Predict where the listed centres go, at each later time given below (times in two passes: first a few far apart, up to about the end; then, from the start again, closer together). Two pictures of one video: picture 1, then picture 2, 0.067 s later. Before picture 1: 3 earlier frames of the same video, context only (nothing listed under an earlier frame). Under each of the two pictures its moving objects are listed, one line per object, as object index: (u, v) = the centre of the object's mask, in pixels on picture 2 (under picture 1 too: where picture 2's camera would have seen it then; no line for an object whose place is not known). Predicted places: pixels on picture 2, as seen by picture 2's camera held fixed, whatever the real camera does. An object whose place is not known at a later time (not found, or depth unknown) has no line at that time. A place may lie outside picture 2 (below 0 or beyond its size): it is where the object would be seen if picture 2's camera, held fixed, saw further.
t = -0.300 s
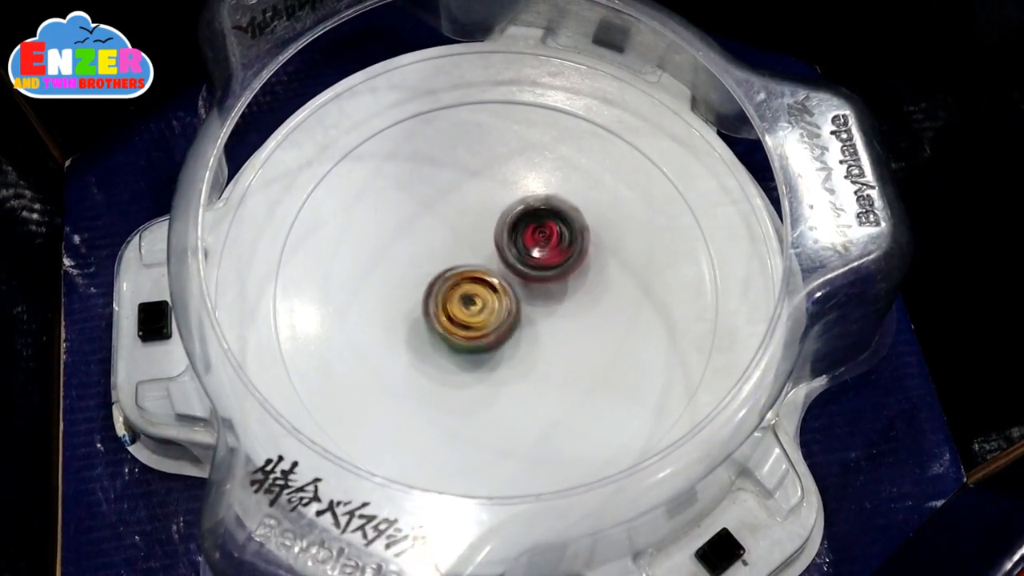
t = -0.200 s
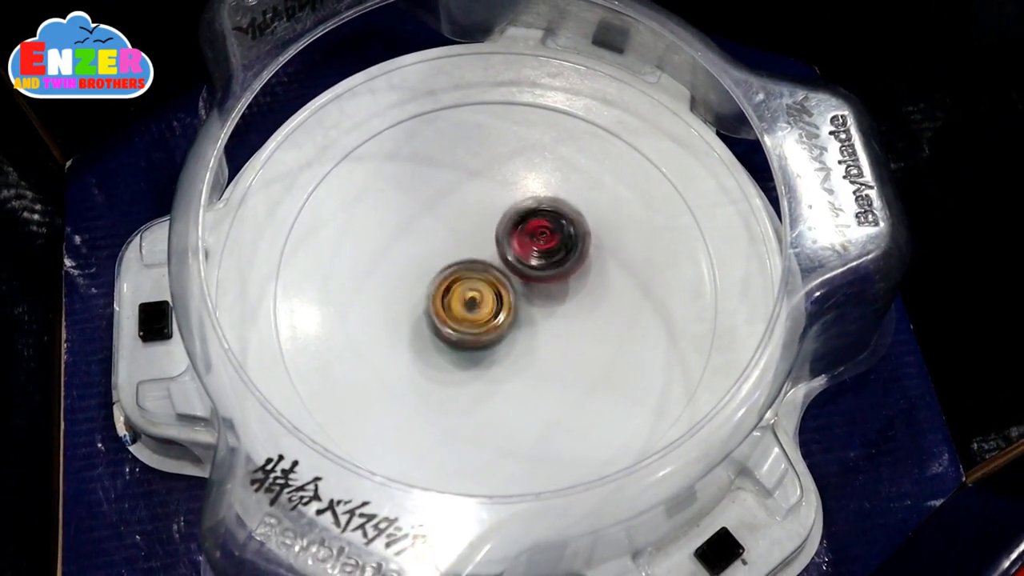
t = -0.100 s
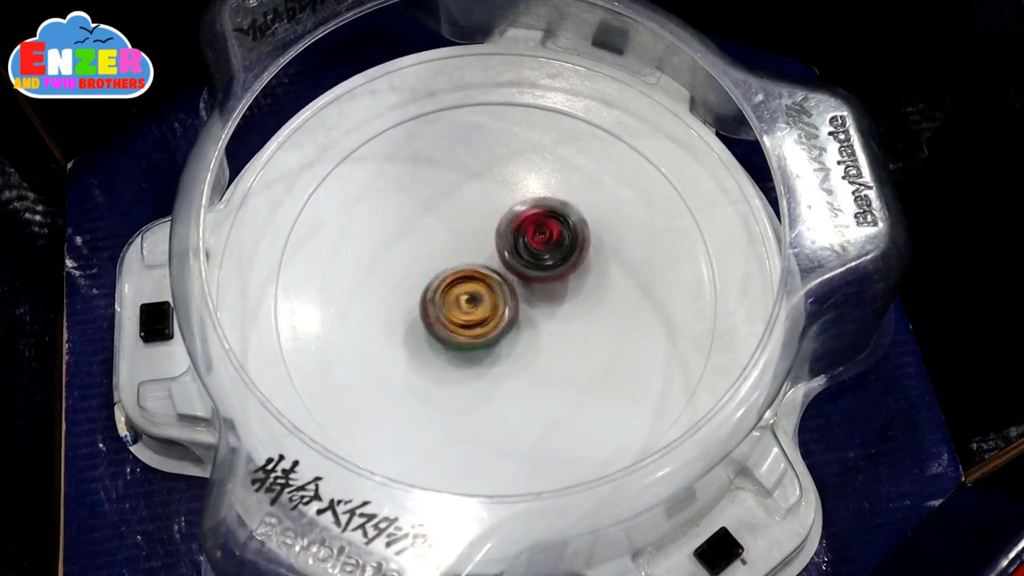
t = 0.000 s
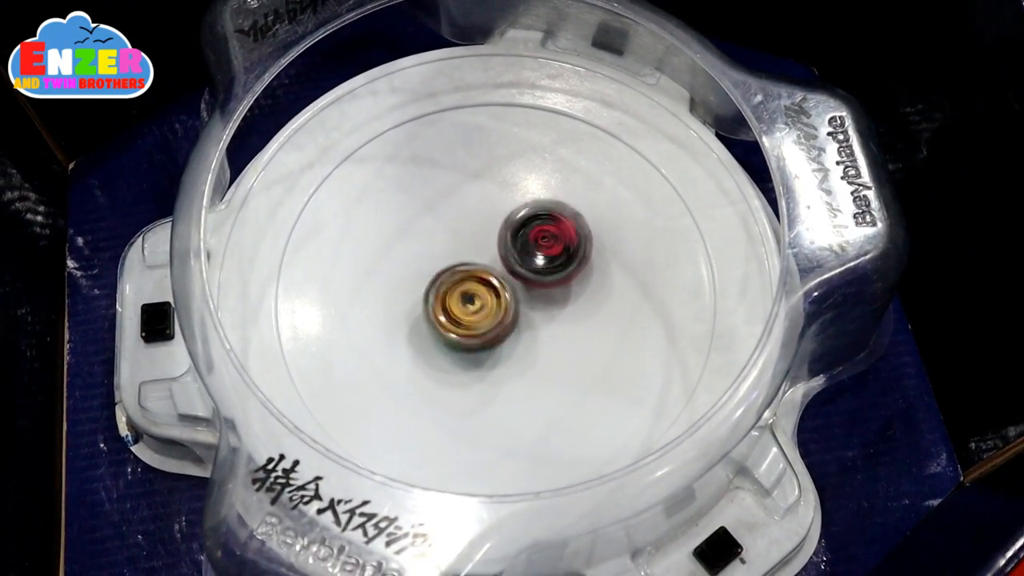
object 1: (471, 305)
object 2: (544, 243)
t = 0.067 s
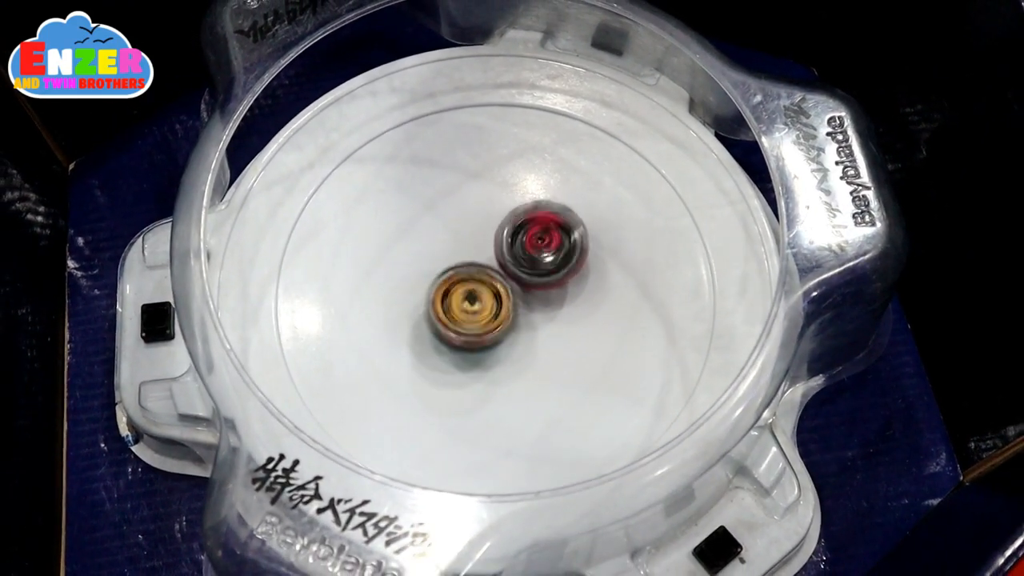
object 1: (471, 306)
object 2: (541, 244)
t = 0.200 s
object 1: (469, 308)
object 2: (543, 247)
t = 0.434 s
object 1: (465, 308)
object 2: (544, 247)
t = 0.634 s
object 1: (462, 305)
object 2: (544, 251)
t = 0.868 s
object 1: (461, 304)
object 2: (546, 251)
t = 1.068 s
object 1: (463, 303)
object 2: (545, 253)
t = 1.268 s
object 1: (462, 307)
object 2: (545, 255)
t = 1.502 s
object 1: (463, 307)
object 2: (544, 258)
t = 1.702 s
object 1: (461, 306)
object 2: (544, 259)
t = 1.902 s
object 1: (457, 306)
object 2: (545, 257)
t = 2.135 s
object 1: (451, 310)
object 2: (545, 253)
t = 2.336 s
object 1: (457, 309)
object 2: (542, 259)
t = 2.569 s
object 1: (461, 312)
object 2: (539, 259)
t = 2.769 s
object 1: (459, 312)
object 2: (542, 258)
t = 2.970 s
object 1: (460, 311)
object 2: (537, 255)
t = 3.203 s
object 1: (454, 313)
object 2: (535, 249)
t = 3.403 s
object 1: (458, 309)
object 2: (536, 258)
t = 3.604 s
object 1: (455, 313)
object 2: (533, 254)
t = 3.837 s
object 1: (465, 313)
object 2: (537, 253)
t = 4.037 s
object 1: (460, 319)
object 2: (537, 252)
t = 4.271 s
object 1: (463, 318)
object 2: (536, 252)
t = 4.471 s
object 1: (462, 321)
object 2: (533, 256)
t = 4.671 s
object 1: (468, 319)
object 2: (528, 249)
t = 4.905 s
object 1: (465, 328)
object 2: (519, 254)
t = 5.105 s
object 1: (472, 329)
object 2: (522, 249)
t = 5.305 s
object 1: (476, 327)
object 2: (528, 244)
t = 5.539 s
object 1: (474, 346)
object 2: (524, 241)
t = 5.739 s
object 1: (465, 348)
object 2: (516, 269)
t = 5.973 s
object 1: (460, 335)
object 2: (534, 276)
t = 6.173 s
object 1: (480, 331)
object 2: (533, 271)
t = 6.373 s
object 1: (487, 352)
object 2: (509, 257)
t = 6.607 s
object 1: (480, 363)
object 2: (510, 268)
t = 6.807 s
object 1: (475, 354)
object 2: (521, 247)
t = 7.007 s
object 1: (506, 325)
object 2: (536, 234)
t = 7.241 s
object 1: (531, 314)
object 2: (499, 236)
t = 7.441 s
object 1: (528, 309)
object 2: (492, 239)
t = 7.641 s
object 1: (494, 314)
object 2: (510, 230)
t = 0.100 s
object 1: (468, 308)
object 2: (544, 243)
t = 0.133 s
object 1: (466, 309)
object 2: (543, 243)
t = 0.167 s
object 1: (469, 309)
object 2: (542, 245)
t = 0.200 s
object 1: (469, 308)
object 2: (543, 247)
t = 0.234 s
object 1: (470, 308)
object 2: (544, 247)
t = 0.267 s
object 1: (469, 307)
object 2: (543, 246)
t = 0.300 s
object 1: (468, 307)
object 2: (542, 246)
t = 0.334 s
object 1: (466, 308)
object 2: (542, 246)
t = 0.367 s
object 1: (467, 307)
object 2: (541, 248)
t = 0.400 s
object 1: (465, 308)
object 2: (543, 248)
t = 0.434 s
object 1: (465, 308)
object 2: (544, 247)
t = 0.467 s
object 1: (466, 306)
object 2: (541, 248)
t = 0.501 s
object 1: (463, 308)
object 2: (542, 248)
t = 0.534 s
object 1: (462, 306)
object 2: (543, 248)
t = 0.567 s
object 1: (463, 306)
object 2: (542, 250)
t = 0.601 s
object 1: (463, 305)
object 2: (543, 252)
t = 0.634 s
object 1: (462, 305)
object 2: (544, 251)
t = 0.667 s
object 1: (464, 304)
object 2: (544, 250)
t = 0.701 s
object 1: (463, 305)
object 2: (543, 251)
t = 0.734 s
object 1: (463, 305)
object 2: (544, 250)
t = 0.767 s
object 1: (461, 305)
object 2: (544, 249)
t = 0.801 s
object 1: (463, 305)
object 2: (542, 250)
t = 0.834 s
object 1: (462, 305)
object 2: (544, 252)
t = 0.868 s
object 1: (461, 304)
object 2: (546, 251)
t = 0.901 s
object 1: (461, 304)
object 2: (545, 250)
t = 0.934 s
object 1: (462, 304)
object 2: (544, 252)
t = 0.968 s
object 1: (461, 303)
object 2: (545, 254)
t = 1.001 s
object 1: (463, 303)
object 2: (545, 254)
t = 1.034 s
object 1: (463, 303)
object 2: (547, 253)
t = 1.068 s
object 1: (463, 303)
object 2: (545, 253)
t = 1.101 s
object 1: (462, 303)
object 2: (544, 253)
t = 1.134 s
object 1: (461, 305)
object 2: (545, 253)
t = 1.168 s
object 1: (460, 306)
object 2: (544, 253)
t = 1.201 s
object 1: (463, 307)
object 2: (543, 254)
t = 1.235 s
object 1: (462, 307)
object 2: (545, 255)
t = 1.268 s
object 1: (462, 307)
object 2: (545, 255)
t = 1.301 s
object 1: (462, 306)
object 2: (543, 255)
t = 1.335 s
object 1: (460, 309)
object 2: (546, 254)
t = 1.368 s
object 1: (459, 309)
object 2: (544, 253)
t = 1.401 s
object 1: (460, 309)
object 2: (542, 255)
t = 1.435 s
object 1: (461, 308)
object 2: (543, 259)
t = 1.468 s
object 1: (462, 309)
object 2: (546, 259)
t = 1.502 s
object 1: (463, 307)
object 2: (544, 258)
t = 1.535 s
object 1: (461, 309)
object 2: (545, 256)
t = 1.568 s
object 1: (461, 307)
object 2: (543, 256)
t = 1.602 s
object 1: (461, 308)
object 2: (544, 257)
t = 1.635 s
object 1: (460, 308)
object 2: (545, 257)
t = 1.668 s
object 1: (461, 308)
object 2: (544, 257)
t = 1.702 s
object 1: (461, 306)
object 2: (544, 259)
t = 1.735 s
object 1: (460, 307)
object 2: (545, 258)
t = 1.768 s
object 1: (459, 306)
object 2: (546, 257)
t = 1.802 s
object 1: (461, 306)
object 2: (544, 258)
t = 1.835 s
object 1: (459, 307)
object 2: (547, 259)
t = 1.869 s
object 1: (457, 307)
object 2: (547, 258)
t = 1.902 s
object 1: (457, 306)
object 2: (545, 257)
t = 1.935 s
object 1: (460, 306)
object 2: (544, 260)
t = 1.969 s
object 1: (460, 305)
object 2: (546, 262)
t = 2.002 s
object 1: (461, 304)
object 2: (547, 260)
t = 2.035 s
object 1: (460, 304)
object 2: (546, 258)
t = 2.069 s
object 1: (460, 305)
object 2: (544, 258)
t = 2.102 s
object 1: (454, 309)
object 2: (546, 254)
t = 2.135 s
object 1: (451, 310)
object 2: (545, 253)
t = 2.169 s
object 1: (452, 310)
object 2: (543, 255)
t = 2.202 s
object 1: (453, 310)
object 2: (545, 256)
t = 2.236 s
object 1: (453, 311)
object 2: (545, 256)
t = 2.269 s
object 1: (454, 310)
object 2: (545, 255)
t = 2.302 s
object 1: (456, 310)
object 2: (543, 256)
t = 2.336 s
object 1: (457, 309)
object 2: (542, 259)
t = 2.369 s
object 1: (461, 309)
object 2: (542, 260)
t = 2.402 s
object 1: (461, 309)
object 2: (543, 260)
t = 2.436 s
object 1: (462, 310)
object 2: (541, 259)
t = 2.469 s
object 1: (461, 310)
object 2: (540, 258)
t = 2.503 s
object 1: (462, 311)
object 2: (540, 259)
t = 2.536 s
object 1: (462, 312)
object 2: (539, 258)
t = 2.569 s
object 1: (461, 312)
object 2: (539, 259)
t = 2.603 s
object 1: (459, 313)
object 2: (541, 256)
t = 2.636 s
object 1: (457, 312)
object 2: (539, 255)
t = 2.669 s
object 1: (458, 313)
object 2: (539, 258)
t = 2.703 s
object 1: (458, 313)
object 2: (540, 259)
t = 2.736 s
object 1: (459, 314)
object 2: (541, 259)
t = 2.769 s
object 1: (459, 312)
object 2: (542, 258)
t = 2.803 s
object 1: (461, 311)
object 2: (540, 258)
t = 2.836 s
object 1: (461, 311)
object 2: (540, 258)
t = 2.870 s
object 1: (461, 311)
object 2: (541, 258)
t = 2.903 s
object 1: (459, 312)
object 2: (540, 254)
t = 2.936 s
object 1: (460, 310)
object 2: (537, 255)
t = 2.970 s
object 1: (460, 311)
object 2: (537, 255)
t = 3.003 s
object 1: (459, 311)
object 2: (538, 254)
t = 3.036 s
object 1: (462, 310)
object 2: (537, 255)
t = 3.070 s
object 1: (461, 311)
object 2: (537, 254)
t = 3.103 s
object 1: (461, 311)
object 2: (537, 254)
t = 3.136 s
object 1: (460, 310)
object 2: (536, 253)
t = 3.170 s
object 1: (456, 313)
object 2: (537, 249)
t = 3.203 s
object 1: (454, 313)
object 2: (535, 249)
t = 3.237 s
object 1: (454, 312)
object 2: (533, 252)
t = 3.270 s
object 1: (455, 313)
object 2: (534, 255)
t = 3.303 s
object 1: (456, 312)
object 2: (537, 257)
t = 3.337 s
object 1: (457, 312)
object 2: (538, 256)
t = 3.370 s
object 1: (458, 310)
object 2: (536, 256)
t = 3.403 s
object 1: (458, 309)
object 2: (536, 258)
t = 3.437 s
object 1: (457, 308)
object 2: (537, 257)
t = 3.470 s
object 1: (458, 307)
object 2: (536, 256)
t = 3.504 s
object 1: (457, 311)
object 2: (538, 253)
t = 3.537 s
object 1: (454, 313)
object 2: (537, 249)
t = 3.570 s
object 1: (454, 314)
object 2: (534, 250)
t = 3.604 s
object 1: (455, 313)
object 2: (533, 254)
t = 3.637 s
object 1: (457, 313)
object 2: (534, 257)
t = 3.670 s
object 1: (457, 315)
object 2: (536, 257)
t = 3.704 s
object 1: (460, 314)
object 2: (538, 257)
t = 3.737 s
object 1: (463, 314)
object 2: (539, 257)
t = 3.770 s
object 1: (464, 314)
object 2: (539, 255)
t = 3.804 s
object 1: (464, 313)
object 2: (539, 254)
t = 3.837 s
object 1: (465, 313)
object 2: (537, 253)
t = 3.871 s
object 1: (462, 316)
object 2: (538, 250)
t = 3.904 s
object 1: (461, 317)
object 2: (535, 248)
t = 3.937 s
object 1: (461, 317)
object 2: (531, 250)
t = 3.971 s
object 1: (462, 317)
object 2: (531, 255)
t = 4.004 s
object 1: (461, 319)
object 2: (536, 254)
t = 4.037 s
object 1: (460, 319)
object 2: (537, 252)
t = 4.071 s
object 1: (461, 319)
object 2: (536, 252)
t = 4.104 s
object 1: (462, 319)
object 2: (533, 254)
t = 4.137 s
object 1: (463, 319)
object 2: (534, 257)
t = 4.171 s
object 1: (462, 319)
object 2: (537, 256)
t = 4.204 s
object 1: (462, 316)
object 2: (538, 254)
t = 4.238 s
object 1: (465, 316)
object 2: (536, 254)
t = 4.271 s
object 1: (463, 318)
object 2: (536, 252)
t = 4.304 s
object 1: (460, 322)
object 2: (536, 247)
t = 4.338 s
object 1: (457, 323)
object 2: (532, 246)
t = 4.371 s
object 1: (458, 322)
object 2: (527, 249)
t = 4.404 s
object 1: (461, 322)
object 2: (527, 253)
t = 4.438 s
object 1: (461, 322)
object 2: (529, 257)
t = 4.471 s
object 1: (462, 321)
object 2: (533, 256)
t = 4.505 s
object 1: (463, 321)
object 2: (536, 254)
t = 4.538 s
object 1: (464, 319)
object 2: (535, 252)
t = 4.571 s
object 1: (467, 319)
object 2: (534, 251)
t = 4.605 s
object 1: (465, 321)
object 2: (534, 248)
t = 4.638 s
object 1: (466, 319)
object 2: (532, 247)
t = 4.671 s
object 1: (468, 319)
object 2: (528, 249)
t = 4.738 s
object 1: (463, 328)
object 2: (528, 242)
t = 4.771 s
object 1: (462, 329)
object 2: (524, 243)
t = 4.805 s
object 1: (462, 329)
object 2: (520, 248)
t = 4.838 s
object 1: (464, 330)
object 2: (519, 251)
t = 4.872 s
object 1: (464, 330)
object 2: (520, 254)
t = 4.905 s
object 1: (465, 328)
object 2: (519, 254)
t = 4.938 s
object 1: (465, 330)
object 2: (520, 253)
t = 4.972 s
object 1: (465, 330)
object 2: (519, 250)
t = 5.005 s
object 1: (467, 328)
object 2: (518, 250)
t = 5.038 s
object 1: (469, 327)
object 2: (518, 252)
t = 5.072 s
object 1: (471, 329)
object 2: (521, 251)
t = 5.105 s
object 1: (472, 329)
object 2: (522, 249)
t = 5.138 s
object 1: (473, 327)
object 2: (521, 247)
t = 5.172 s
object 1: (475, 325)
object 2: (519, 249)
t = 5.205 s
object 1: (474, 329)
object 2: (520, 246)
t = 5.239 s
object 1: (473, 330)
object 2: (520, 244)
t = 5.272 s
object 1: (473, 328)
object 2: (524, 244)
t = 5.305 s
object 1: (476, 327)
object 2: (528, 244)
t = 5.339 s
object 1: (479, 327)
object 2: (529, 242)
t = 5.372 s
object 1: (480, 327)
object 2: (528, 243)
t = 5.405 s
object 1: (482, 327)
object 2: (526, 246)
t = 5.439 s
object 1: (482, 327)
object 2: (528, 252)
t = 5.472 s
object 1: (482, 327)
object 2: (528, 253)
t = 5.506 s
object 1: (477, 338)
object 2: (526, 245)
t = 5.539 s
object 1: (474, 346)
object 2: (524, 241)
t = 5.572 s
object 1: (471, 349)
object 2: (519, 242)
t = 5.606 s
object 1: (469, 350)
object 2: (516, 248)
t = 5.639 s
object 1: (469, 351)
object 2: (518, 256)
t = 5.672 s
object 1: (469, 351)
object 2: (520, 261)
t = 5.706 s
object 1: (467, 349)
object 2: (520, 264)
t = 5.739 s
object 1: (465, 348)
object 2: (516, 269)
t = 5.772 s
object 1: (464, 345)
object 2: (513, 277)
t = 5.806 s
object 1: (463, 342)
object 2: (515, 282)
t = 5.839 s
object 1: (457, 347)
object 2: (522, 279)
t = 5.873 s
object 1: (453, 344)
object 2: (526, 278)
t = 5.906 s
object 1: (452, 341)
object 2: (529, 277)
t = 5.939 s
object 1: (456, 338)
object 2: (533, 277)
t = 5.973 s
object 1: (460, 335)
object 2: (534, 276)
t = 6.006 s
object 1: (464, 335)
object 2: (536, 273)
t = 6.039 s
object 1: (464, 334)
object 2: (538, 271)
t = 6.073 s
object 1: (466, 331)
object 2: (536, 270)
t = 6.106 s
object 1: (470, 331)
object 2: (534, 269)
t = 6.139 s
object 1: (475, 330)
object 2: (533, 270)
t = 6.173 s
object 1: (480, 331)
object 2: (533, 271)
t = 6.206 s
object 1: (479, 341)
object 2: (529, 269)
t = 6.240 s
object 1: (480, 345)
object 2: (528, 263)
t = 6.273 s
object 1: (483, 348)
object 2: (525, 259)
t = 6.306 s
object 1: (485, 350)
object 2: (519, 253)
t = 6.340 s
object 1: (485, 350)
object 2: (512, 253)
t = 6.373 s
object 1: (487, 352)
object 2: (509, 257)
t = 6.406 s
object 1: (488, 352)
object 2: (509, 265)
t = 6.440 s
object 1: (488, 352)
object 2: (510, 271)
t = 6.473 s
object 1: (488, 355)
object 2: (510, 271)
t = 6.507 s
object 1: (488, 354)
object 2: (509, 272)
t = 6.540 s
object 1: (489, 354)
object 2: (507, 273)
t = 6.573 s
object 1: (487, 354)
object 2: (505, 275)
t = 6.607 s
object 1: (480, 363)
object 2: (510, 268)
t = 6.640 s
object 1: (473, 367)
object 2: (514, 261)
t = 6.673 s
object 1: (470, 367)
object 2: (518, 255)
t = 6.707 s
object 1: (469, 365)
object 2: (520, 251)
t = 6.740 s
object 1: (471, 360)
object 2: (520, 247)
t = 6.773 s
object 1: (473, 358)
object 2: (521, 246)
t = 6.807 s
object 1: (475, 354)
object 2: (521, 247)
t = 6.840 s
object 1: (480, 352)
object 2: (525, 247)
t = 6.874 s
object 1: (484, 348)
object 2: (531, 247)
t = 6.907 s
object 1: (487, 342)
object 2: (537, 244)
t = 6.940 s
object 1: (493, 335)
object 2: (540, 240)
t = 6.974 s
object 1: (499, 330)
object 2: (540, 236)
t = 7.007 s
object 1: (506, 325)
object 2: (536, 234)
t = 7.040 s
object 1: (511, 322)
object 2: (531, 233)
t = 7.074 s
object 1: (517, 316)
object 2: (525, 233)
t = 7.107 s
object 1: (523, 312)
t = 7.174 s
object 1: (530, 313)
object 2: (507, 233)
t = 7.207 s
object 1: (531, 314)
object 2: (502, 235)
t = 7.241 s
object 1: (531, 314)
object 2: (499, 236)
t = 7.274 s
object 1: (532, 313)
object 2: (496, 238)
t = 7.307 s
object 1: (533, 312)
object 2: (494, 240)
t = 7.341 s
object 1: (532, 312)
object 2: (492, 241)
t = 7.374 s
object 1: (531, 310)
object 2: (491, 242)
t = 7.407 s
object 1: (530, 307)
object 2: (491, 242)
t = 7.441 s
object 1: (528, 309)
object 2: (492, 239)
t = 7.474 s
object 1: (523, 310)
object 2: (494, 235)
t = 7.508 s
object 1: (518, 313)
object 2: (498, 234)
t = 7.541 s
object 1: (512, 314)
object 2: (502, 233)
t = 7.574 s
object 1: (504, 315)
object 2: (506, 231)
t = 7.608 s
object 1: (499, 316)
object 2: (508, 231)
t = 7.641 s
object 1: (494, 314)
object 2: (510, 230)
